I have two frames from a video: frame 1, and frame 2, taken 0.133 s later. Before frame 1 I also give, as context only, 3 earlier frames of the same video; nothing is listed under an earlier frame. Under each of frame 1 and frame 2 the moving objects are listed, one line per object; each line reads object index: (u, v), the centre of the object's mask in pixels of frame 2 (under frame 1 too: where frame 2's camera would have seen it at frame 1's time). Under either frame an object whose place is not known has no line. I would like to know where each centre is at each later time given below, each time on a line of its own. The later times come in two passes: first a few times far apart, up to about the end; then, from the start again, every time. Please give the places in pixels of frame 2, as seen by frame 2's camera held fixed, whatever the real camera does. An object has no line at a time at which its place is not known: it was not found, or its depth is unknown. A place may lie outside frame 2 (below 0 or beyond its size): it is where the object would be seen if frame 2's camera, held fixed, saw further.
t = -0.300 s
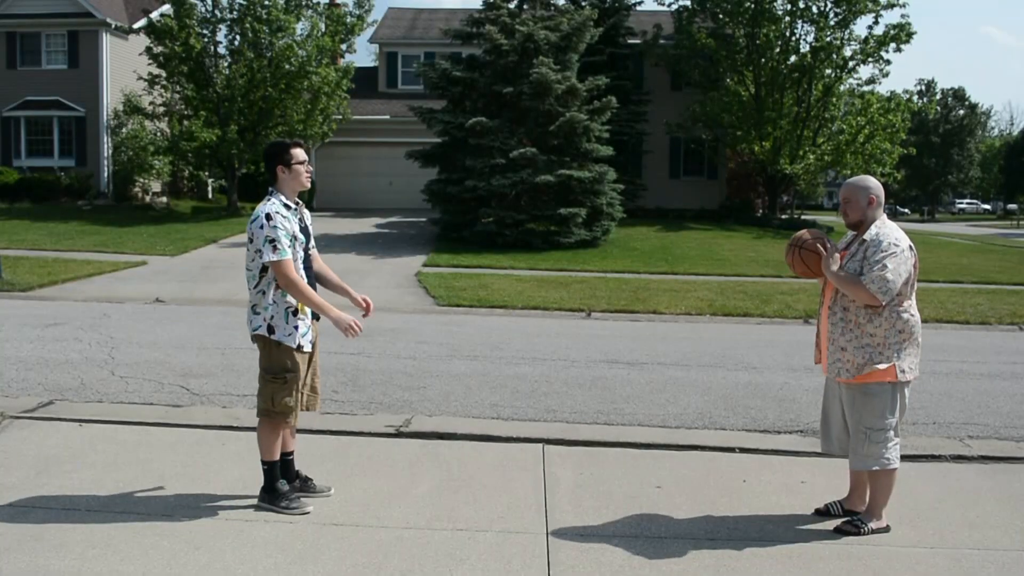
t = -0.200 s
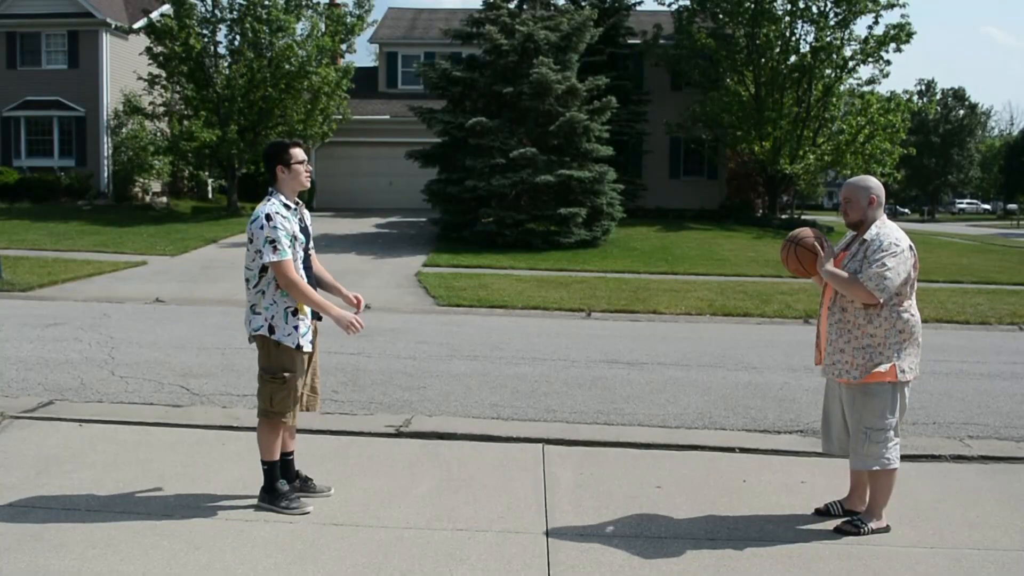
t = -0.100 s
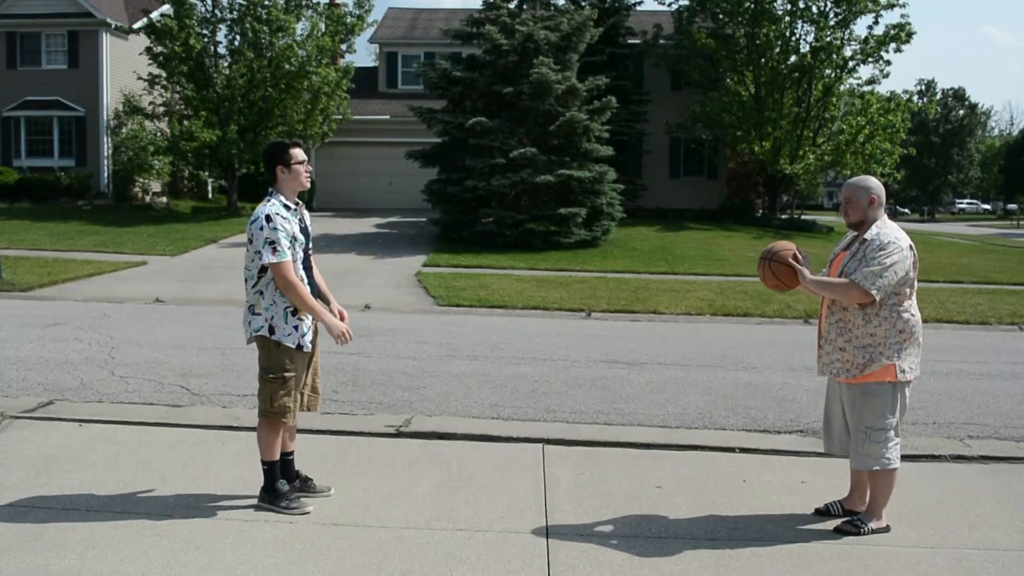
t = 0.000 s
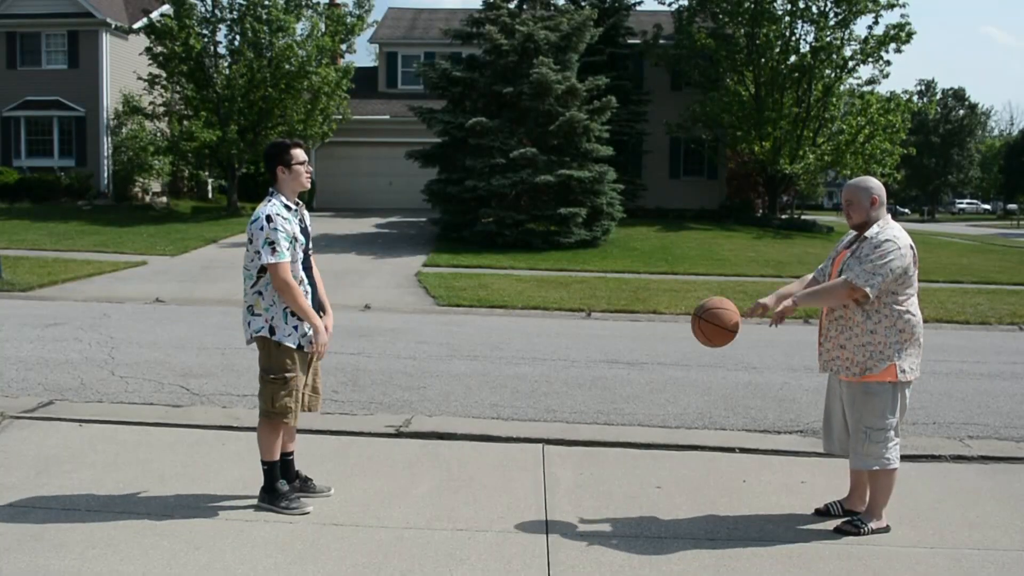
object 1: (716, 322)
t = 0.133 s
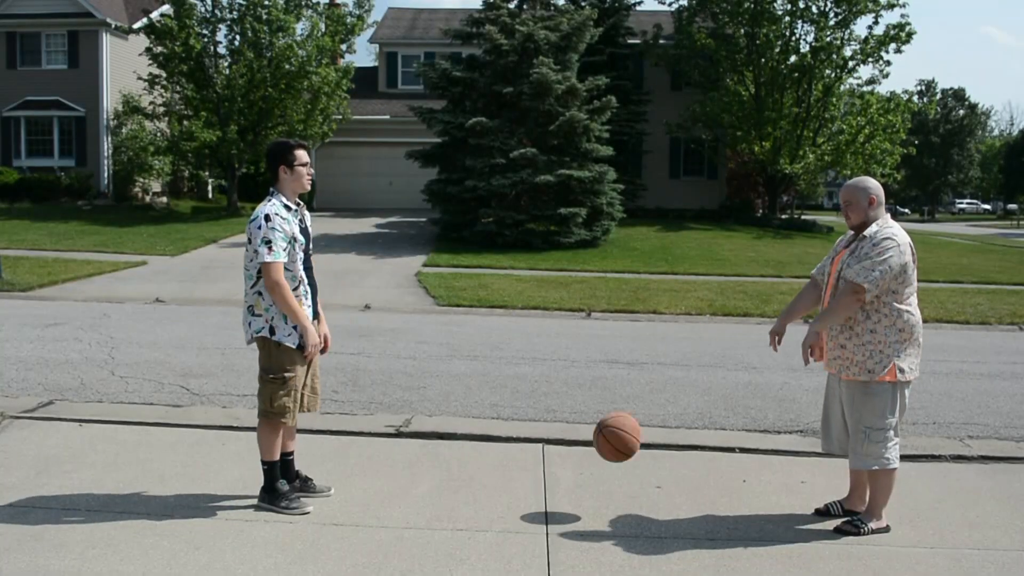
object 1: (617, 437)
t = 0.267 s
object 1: (553, 426)
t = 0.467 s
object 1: (486, 296)
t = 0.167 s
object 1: (593, 471)
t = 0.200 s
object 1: (574, 485)
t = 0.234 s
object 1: (563, 454)
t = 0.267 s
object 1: (553, 426)
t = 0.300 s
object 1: (542, 399)
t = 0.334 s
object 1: (531, 374)
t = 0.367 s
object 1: (519, 351)
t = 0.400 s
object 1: (508, 331)
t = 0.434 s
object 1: (497, 312)
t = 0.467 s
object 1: (486, 296)
